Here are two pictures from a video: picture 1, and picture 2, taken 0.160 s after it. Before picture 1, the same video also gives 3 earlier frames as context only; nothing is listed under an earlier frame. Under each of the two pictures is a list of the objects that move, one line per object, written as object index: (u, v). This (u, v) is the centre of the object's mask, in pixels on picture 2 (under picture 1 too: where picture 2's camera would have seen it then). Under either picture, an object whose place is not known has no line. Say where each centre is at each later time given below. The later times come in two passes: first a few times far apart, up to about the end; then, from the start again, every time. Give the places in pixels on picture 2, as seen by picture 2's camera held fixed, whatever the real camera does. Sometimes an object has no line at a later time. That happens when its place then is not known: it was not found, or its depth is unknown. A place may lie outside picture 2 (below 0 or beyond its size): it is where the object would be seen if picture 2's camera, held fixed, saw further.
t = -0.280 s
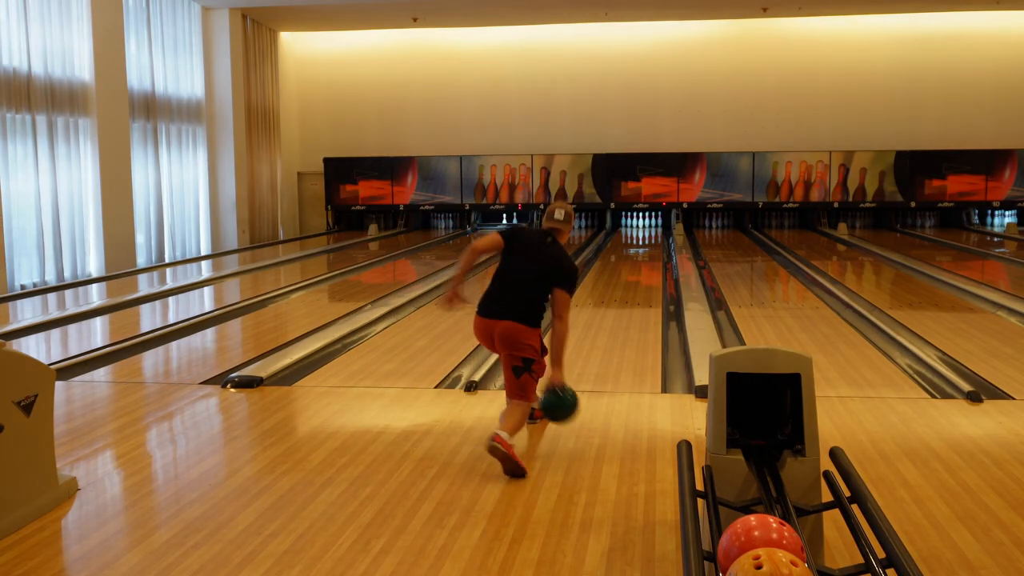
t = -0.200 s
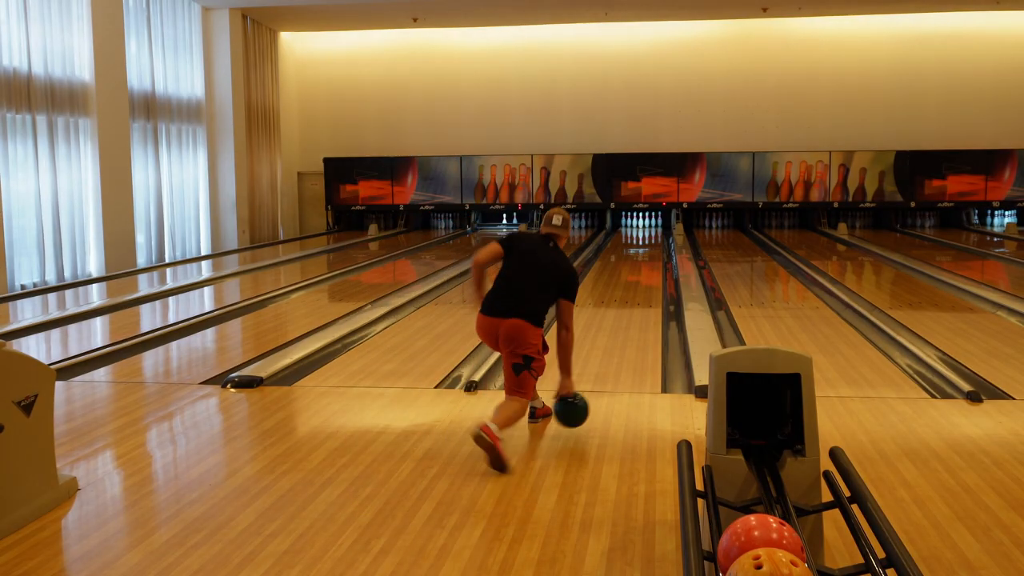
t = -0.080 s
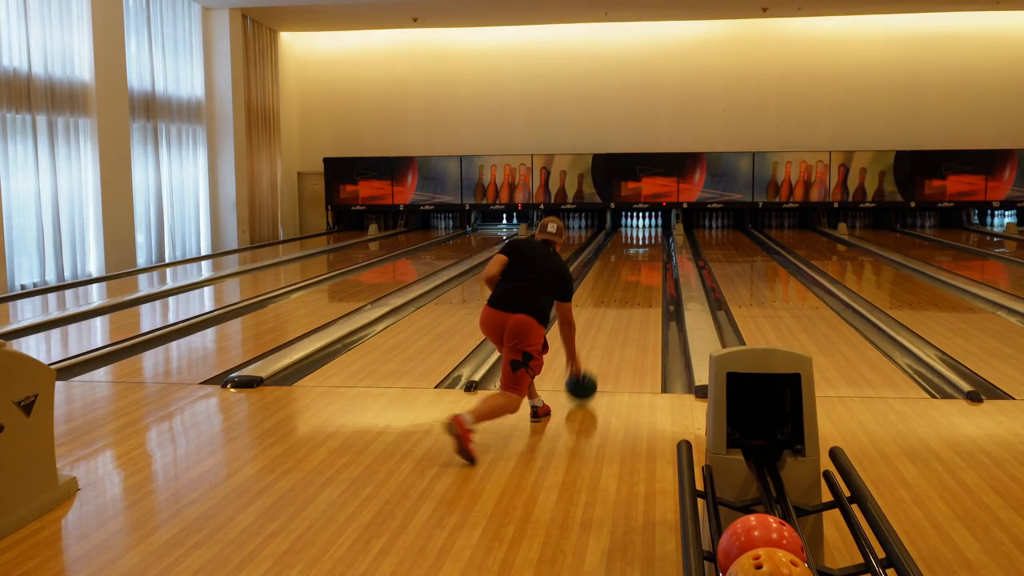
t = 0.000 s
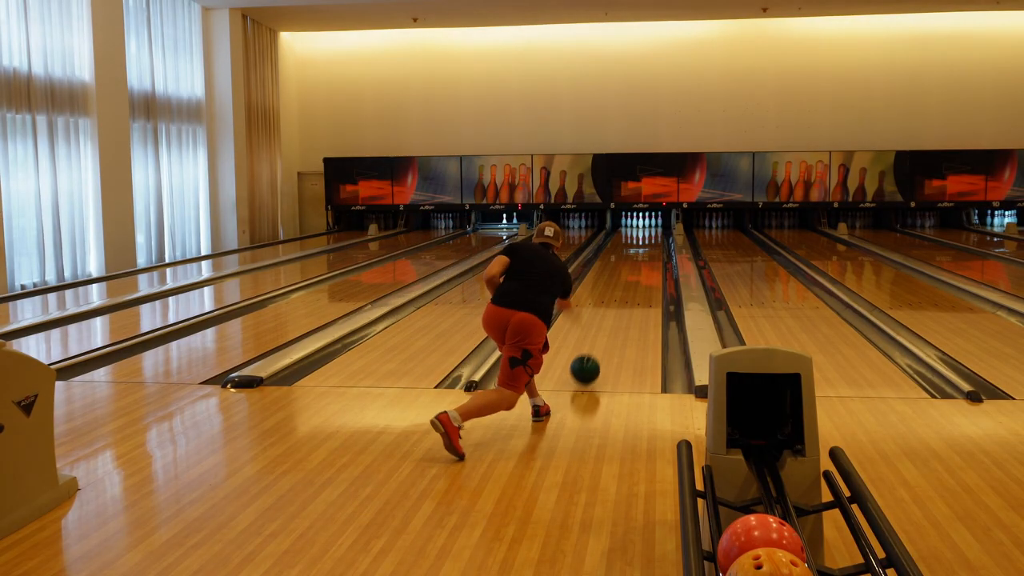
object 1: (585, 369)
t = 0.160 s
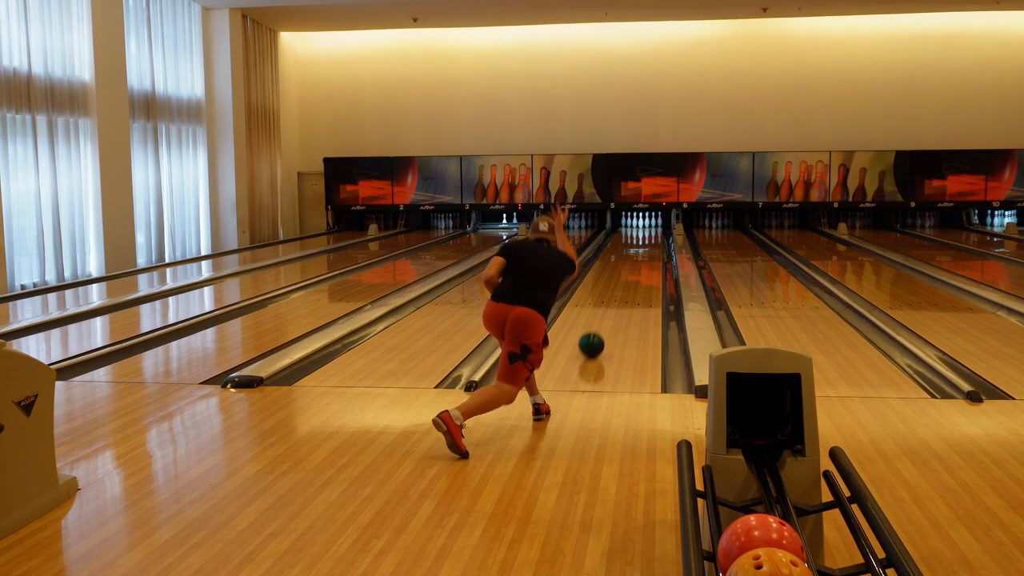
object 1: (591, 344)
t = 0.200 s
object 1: (593, 339)
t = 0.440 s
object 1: (599, 312)
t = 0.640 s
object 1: (603, 295)
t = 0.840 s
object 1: (606, 281)
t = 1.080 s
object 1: (609, 269)
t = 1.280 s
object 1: (611, 260)
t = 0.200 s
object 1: (593, 339)
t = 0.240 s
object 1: (594, 334)
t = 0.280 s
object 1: (595, 329)
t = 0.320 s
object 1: (596, 324)
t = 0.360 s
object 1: (597, 320)
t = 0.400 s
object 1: (598, 316)
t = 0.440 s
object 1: (599, 312)
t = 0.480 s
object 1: (600, 308)
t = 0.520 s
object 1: (601, 304)
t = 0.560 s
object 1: (601, 301)
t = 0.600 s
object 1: (602, 298)
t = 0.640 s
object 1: (603, 295)
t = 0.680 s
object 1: (604, 292)
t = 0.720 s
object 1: (604, 289)
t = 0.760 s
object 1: (605, 286)
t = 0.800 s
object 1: (606, 284)
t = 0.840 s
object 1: (606, 281)
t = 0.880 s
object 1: (607, 279)
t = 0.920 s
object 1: (607, 277)
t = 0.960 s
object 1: (608, 275)
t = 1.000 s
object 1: (608, 273)
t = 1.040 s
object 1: (609, 271)
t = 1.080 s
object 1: (609, 269)
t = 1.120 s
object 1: (609, 267)
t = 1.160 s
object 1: (610, 265)
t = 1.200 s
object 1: (610, 263)
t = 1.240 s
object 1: (611, 262)
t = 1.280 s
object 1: (611, 260)
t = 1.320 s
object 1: (611, 259)
